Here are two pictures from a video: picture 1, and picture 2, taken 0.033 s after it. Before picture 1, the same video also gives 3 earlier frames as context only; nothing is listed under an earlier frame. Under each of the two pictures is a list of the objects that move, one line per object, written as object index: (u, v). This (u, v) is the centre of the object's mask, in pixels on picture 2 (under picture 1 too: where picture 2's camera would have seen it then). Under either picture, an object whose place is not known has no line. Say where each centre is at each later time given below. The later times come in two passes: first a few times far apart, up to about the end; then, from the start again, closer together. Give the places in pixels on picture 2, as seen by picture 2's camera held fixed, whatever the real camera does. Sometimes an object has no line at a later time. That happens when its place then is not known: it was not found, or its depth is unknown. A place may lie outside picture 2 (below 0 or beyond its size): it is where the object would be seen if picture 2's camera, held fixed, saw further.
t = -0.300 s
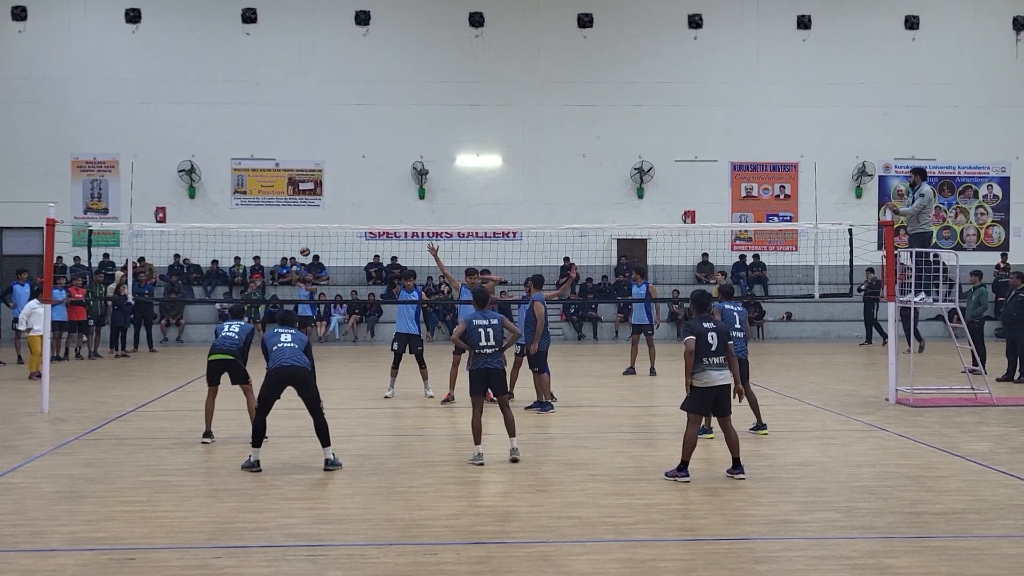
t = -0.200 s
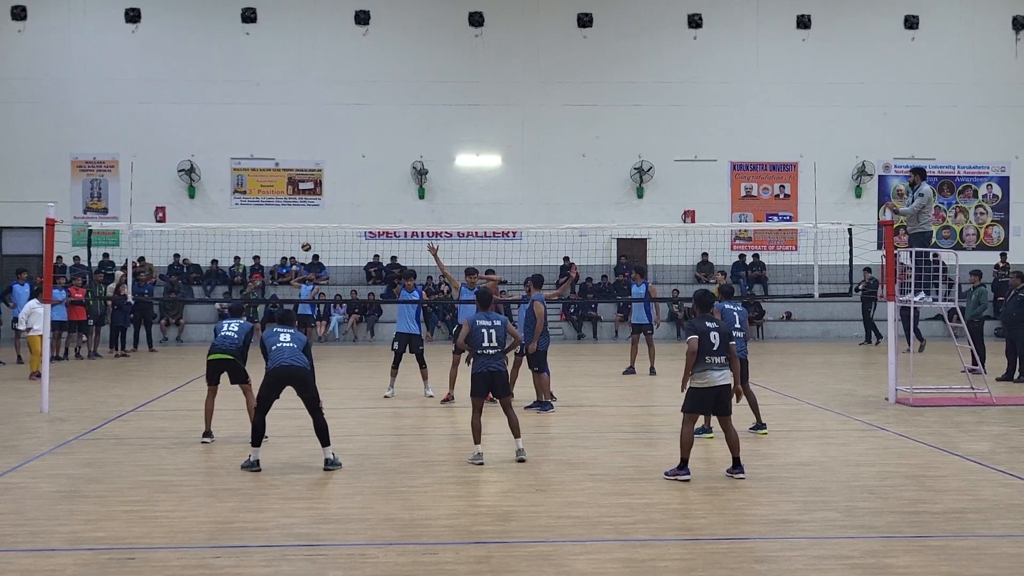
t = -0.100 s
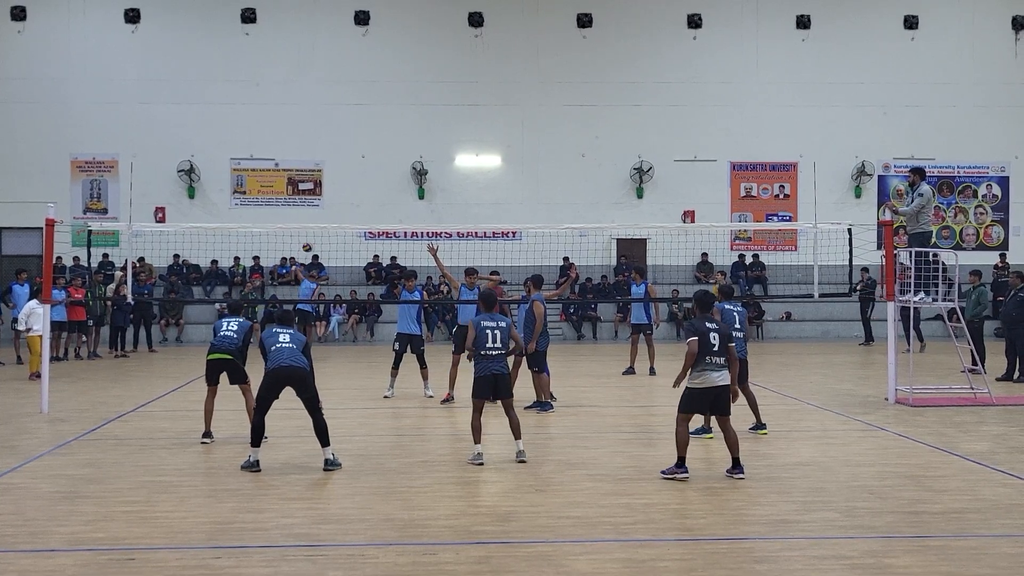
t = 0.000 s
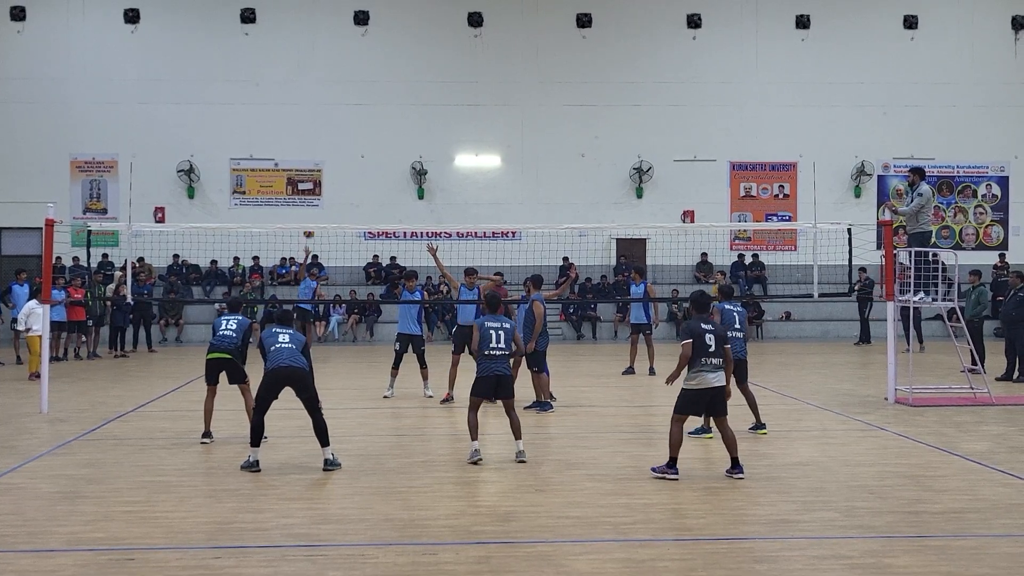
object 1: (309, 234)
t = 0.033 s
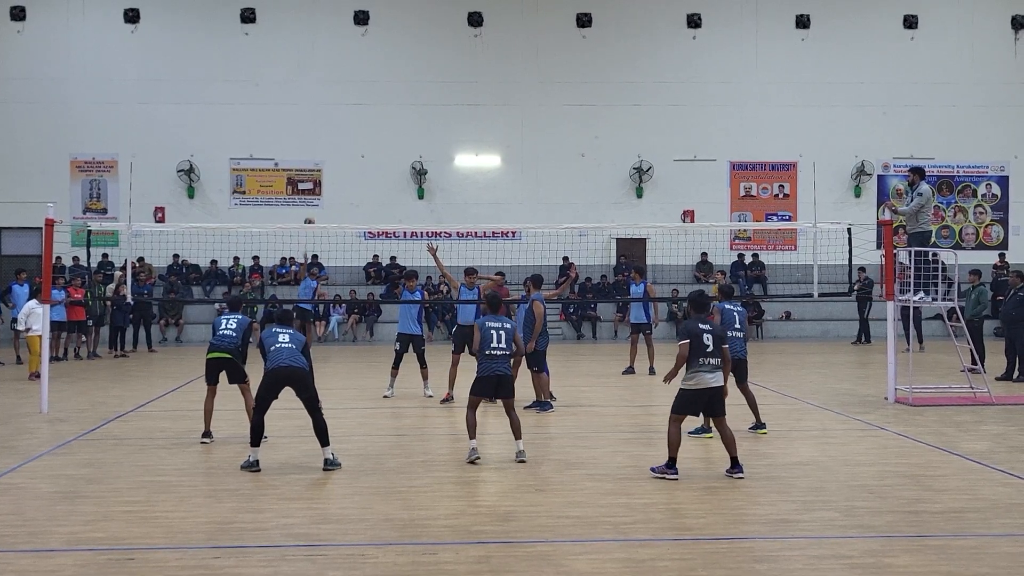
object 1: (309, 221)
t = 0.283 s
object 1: (312, 154)
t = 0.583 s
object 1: (317, 107)
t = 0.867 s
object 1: (322, 110)
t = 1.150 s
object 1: (326, 175)
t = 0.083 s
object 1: (310, 206)
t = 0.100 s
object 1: (310, 201)
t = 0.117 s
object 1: (310, 196)
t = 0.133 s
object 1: (311, 192)
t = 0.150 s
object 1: (311, 187)
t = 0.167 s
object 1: (311, 181)
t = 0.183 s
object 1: (309, 178)
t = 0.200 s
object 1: (311, 175)
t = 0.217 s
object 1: (311, 170)
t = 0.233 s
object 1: (312, 166)
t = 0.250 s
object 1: (312, 162)
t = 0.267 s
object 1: (312, 158)
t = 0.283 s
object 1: (312, 154)
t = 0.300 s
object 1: (312, 150)
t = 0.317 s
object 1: (313, 146)
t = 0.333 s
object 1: (313, 143)
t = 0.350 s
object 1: (313, 139)
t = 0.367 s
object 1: (313, 136)
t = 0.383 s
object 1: (313, 133)
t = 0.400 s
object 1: (313, 130)
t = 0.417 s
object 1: (313, 127)
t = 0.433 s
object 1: (313, 124)
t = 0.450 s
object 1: (311, 121)
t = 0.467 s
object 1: (312, 119)
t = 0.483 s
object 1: (312, 117)
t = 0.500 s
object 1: (313, 115)
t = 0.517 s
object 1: (314, 113)
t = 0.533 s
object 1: (314, 112)
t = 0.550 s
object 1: (316, 110)
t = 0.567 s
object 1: (316, 108)
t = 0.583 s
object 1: (317, 107)
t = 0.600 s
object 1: (317, 106)
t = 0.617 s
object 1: (318, 105)
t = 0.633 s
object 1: (318, 104)
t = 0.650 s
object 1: (318, 103)
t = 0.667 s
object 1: (319, 103)
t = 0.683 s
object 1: (319, 102)
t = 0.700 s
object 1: (319, 102)
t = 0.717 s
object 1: (319, 102)
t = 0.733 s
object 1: (320, 102)
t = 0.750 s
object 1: (320, 102)
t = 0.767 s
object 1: (320, 103)
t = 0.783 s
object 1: (321, 104)
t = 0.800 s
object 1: (321, 104)
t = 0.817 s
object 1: (322, 106)
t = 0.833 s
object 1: (322, 107)
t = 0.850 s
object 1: (322, 108)
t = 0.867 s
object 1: (322, 110)
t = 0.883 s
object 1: (323, 112)
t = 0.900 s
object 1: (323, 114)
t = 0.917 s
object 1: (323, 116)
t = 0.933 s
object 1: (323, 118)
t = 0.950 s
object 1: (324, 121)
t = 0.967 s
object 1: (324, 124)
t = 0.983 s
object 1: (324, 127)
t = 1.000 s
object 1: (324, 131)
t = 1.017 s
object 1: (324, 135)
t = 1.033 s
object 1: (324, 139)
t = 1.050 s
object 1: (324, 143)
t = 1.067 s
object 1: (324, 148)
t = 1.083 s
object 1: (325, 152)
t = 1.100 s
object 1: (325, 157)
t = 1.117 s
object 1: (325, 163)
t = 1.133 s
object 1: (325, 168)
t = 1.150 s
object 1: (326, 175)
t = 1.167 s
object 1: (326, 181)
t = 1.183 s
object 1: (326, 187)
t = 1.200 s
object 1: (326, 194)
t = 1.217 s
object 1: (327, 202)
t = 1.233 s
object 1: (327, 209)
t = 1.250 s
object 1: (327, 217)
